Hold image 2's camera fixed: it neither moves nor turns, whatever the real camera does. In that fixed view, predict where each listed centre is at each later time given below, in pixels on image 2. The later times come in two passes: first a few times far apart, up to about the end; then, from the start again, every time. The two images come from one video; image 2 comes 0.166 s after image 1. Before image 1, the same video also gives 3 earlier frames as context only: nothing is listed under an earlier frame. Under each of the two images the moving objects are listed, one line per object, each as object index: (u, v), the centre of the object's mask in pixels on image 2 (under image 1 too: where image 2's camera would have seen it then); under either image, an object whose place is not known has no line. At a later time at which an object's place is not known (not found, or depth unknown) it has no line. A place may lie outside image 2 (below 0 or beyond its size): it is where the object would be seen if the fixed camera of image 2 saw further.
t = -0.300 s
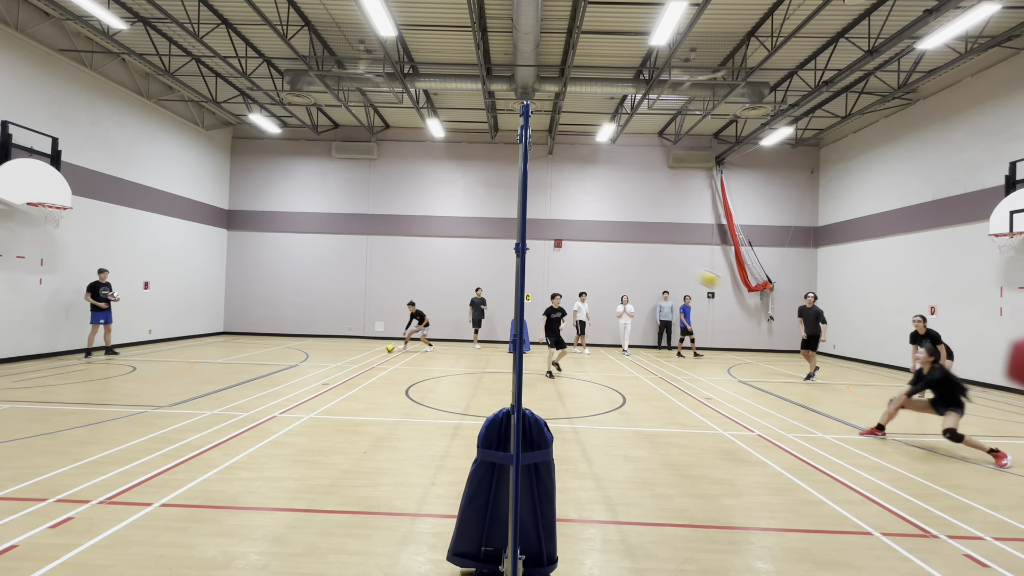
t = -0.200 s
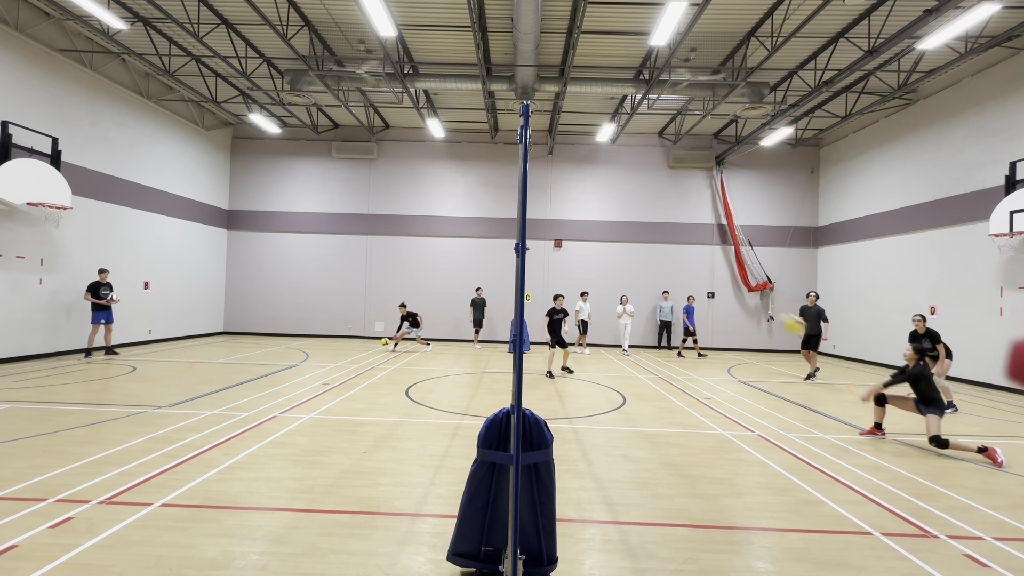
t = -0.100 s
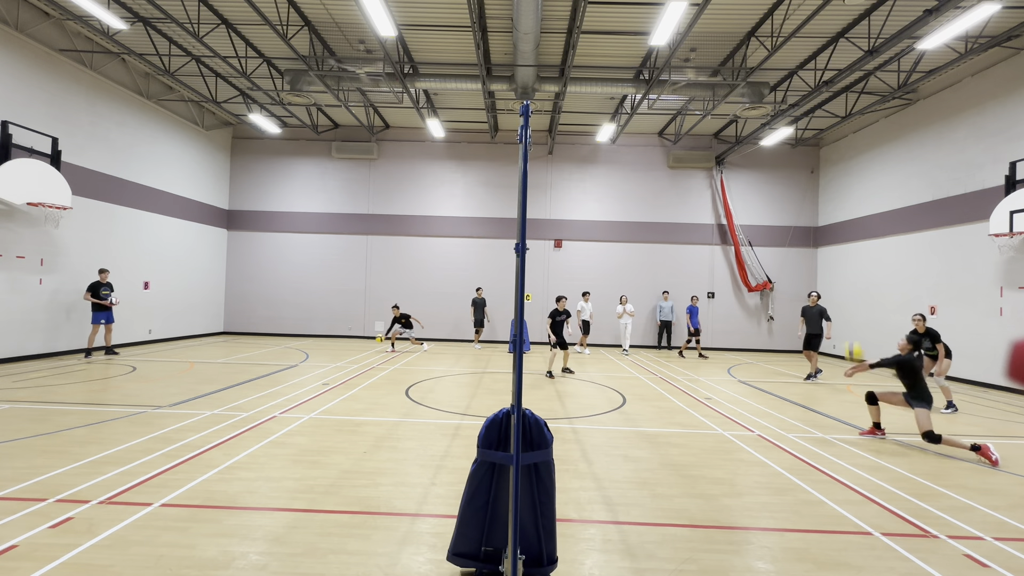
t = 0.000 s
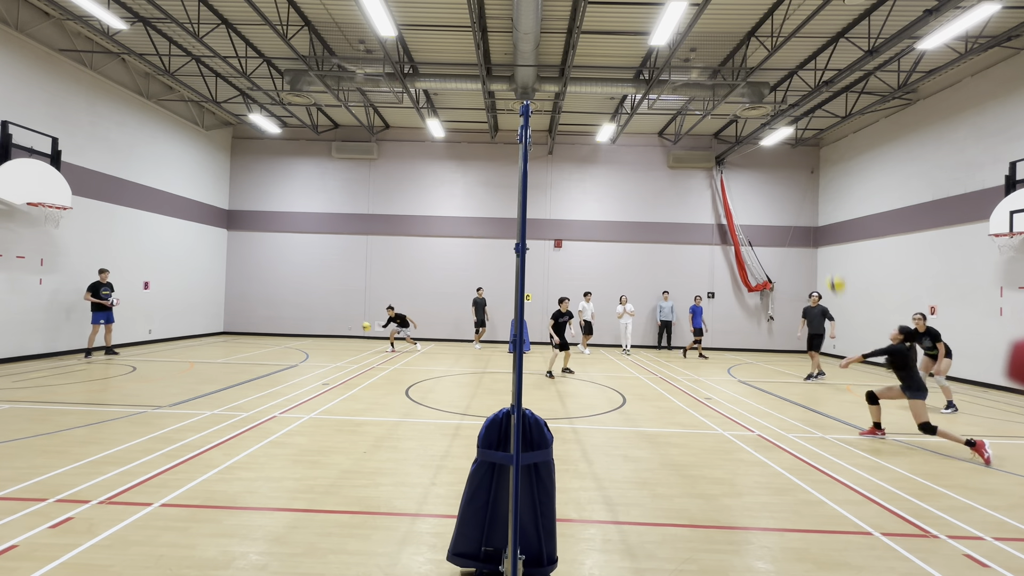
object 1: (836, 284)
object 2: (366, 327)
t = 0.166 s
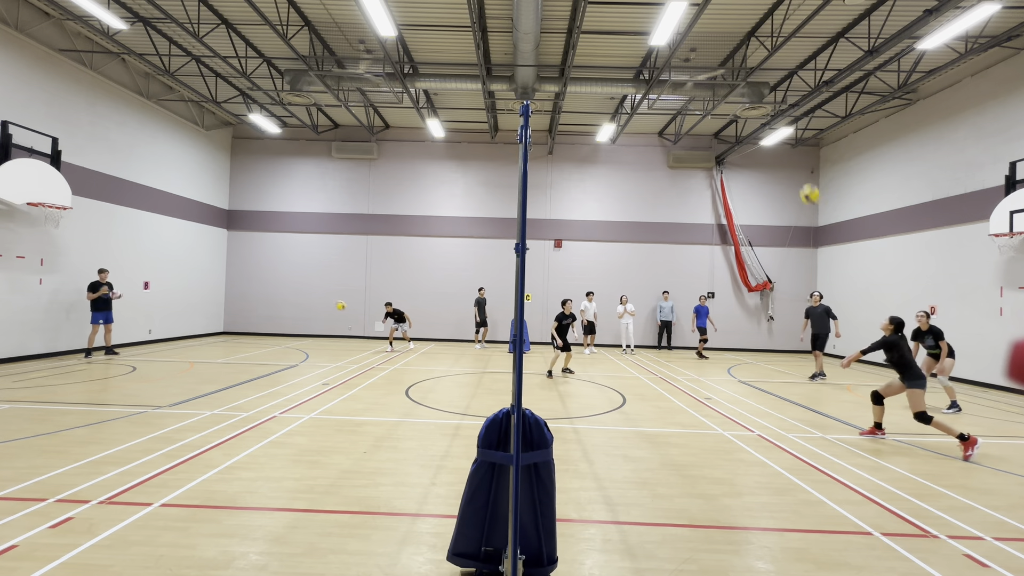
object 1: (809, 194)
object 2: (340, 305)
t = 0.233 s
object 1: (800, 166)
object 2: (329, 299)
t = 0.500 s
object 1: (766, 90)
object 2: (271, 294)
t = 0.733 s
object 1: (740, 68)
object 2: (201, 325)
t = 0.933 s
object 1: (719, 77)
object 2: (121, 391)
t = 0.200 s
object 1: (805, 179)
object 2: (335, 302)
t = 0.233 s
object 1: (800, 166)
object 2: (329, 299)
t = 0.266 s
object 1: (795, 153)
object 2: (322, 297)
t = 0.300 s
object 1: (791, 142)
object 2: (316, 295)
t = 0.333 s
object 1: (787, 130)
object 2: (309, 294)
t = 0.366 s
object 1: (782, 120)
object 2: (302, 293)
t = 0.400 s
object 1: (778, 112)
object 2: (295, 292)
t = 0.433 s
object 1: (774, 103)
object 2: (288, 292)
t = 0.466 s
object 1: (771, 97)
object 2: (279, 293)
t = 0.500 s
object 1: (766, 90)
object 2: (271, 294)
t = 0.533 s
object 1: (763, 85)
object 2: (263, 296)
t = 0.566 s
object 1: (758, 80)
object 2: (253, 299)
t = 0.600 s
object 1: (755, 76)
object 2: (244, 302)
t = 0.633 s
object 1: (751, 72)
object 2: (235, 306)
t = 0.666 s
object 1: (748, 70)
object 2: (225, 311)
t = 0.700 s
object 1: (744, 69)
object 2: (213, 317)
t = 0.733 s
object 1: (740, 68)
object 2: (201, 325)
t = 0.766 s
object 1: (736, 67)
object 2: (190, 333)
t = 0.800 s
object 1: (733, 68)
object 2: (177, 342)
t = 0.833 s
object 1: (730, 70)
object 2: (164, 352)
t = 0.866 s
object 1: (726, 71)
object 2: (150, 365)
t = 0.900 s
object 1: (723, 74)
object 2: (136, 377)
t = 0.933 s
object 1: (719, 77)
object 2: (121, 391)
